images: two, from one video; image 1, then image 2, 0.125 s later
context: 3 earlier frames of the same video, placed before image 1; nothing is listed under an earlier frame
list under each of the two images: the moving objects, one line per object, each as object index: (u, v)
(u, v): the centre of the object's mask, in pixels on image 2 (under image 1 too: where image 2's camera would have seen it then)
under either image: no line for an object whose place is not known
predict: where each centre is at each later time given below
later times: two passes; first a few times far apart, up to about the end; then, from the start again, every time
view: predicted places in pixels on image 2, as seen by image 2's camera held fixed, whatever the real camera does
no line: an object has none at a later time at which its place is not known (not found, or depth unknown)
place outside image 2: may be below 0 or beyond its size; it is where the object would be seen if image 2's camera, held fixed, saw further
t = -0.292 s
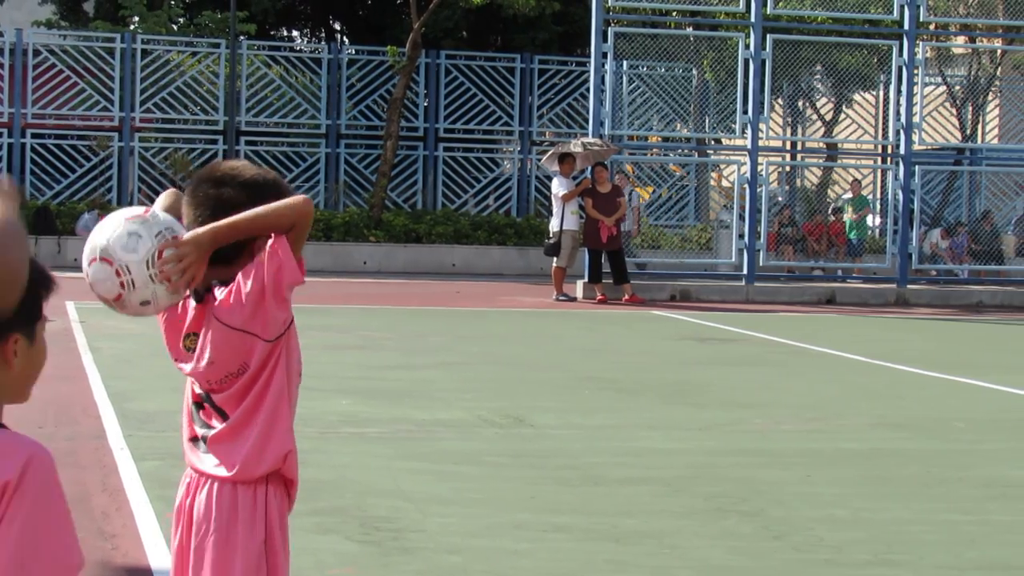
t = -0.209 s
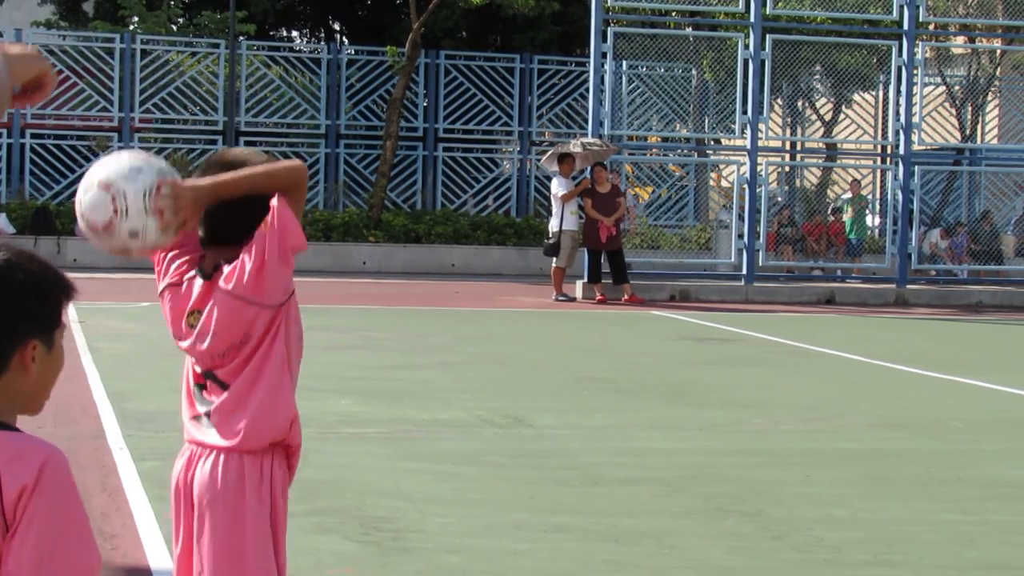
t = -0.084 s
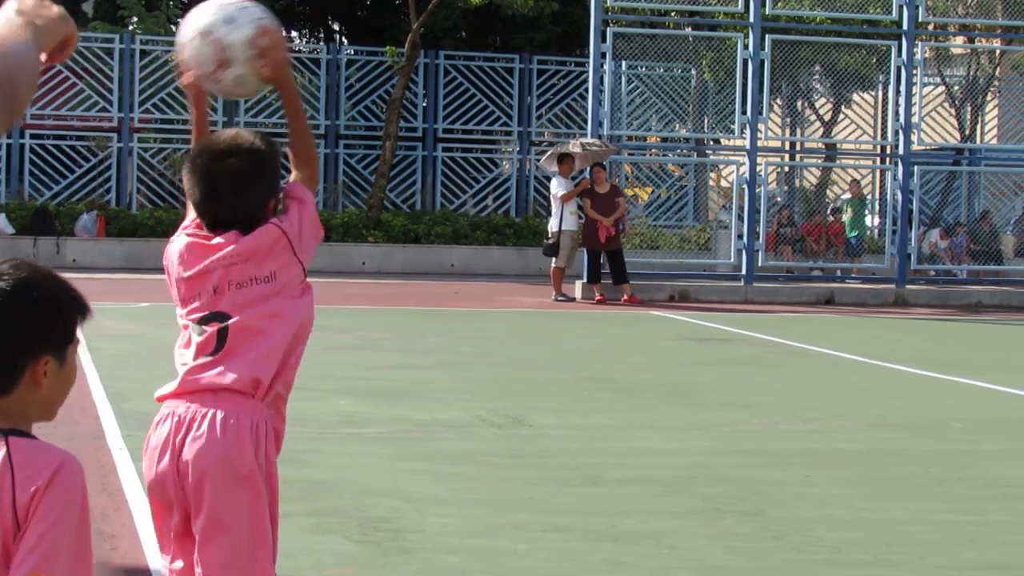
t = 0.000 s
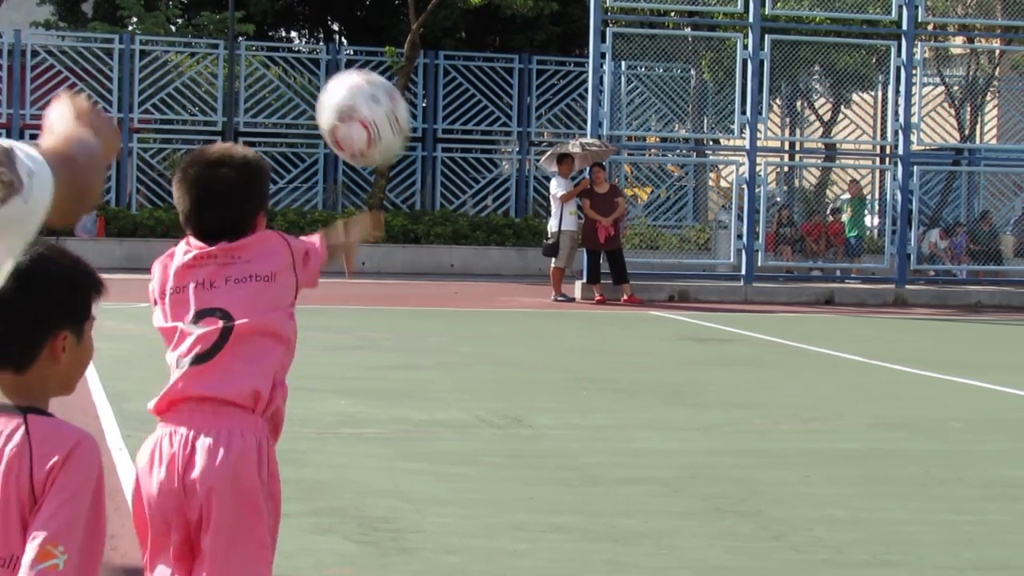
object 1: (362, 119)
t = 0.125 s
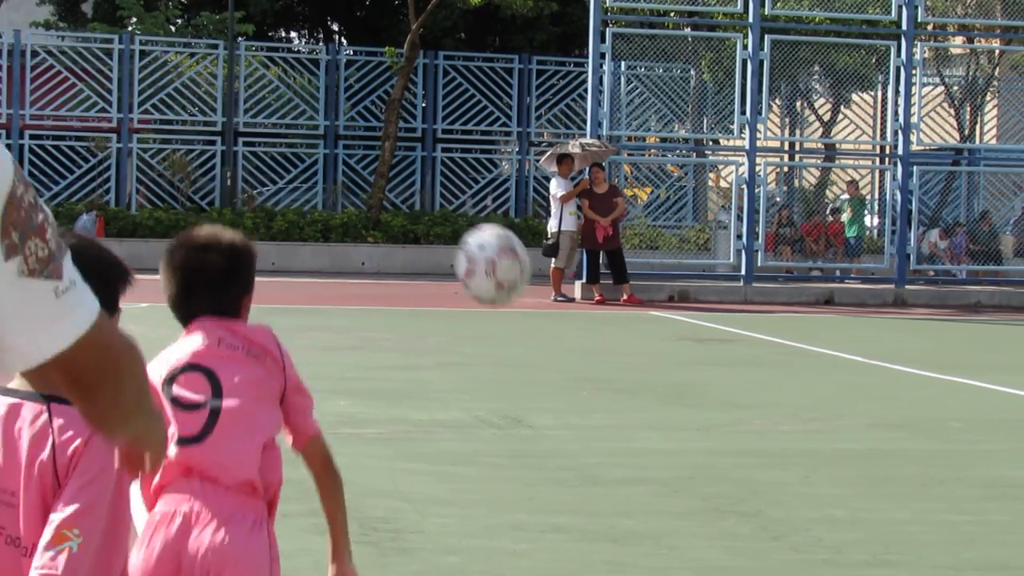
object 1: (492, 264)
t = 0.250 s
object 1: (584, 415)
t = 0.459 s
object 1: (684, 399)
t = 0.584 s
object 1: (728, 304)
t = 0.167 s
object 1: (526, 314)
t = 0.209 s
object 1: (558, 363)
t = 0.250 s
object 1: (584, 415)
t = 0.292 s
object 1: (609, 468)
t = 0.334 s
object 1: (631, 522)
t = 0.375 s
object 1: (649, 490)
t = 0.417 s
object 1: (668, 440)
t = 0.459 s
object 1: (684, 399)
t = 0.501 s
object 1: (699, 363)
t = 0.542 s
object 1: (713, 330)
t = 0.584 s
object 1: (728, 304)
